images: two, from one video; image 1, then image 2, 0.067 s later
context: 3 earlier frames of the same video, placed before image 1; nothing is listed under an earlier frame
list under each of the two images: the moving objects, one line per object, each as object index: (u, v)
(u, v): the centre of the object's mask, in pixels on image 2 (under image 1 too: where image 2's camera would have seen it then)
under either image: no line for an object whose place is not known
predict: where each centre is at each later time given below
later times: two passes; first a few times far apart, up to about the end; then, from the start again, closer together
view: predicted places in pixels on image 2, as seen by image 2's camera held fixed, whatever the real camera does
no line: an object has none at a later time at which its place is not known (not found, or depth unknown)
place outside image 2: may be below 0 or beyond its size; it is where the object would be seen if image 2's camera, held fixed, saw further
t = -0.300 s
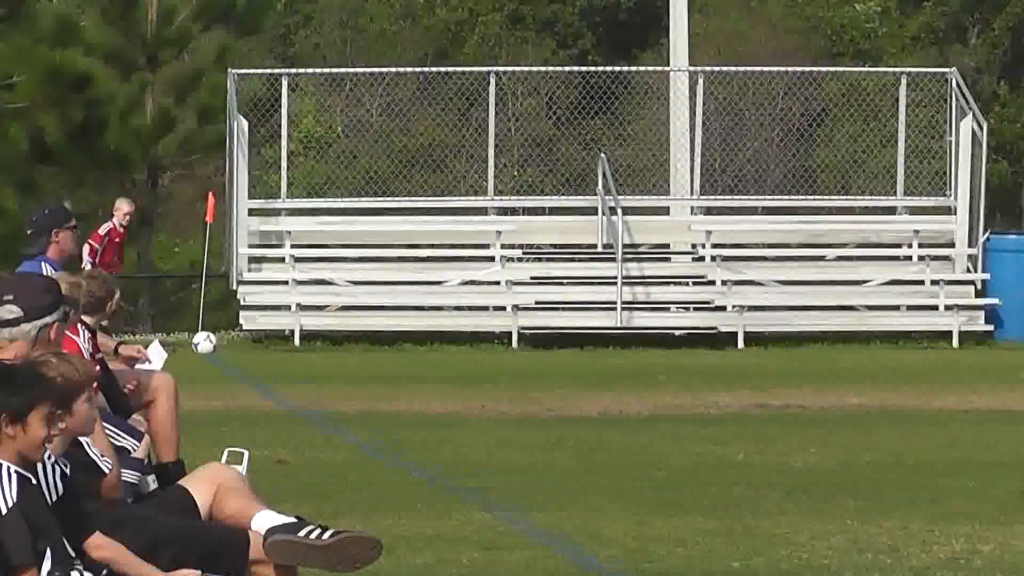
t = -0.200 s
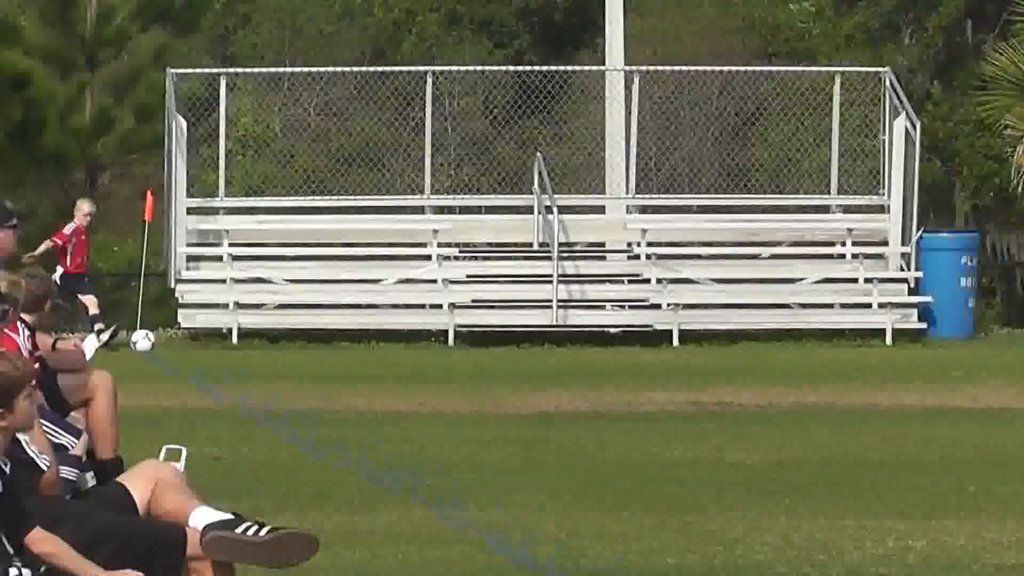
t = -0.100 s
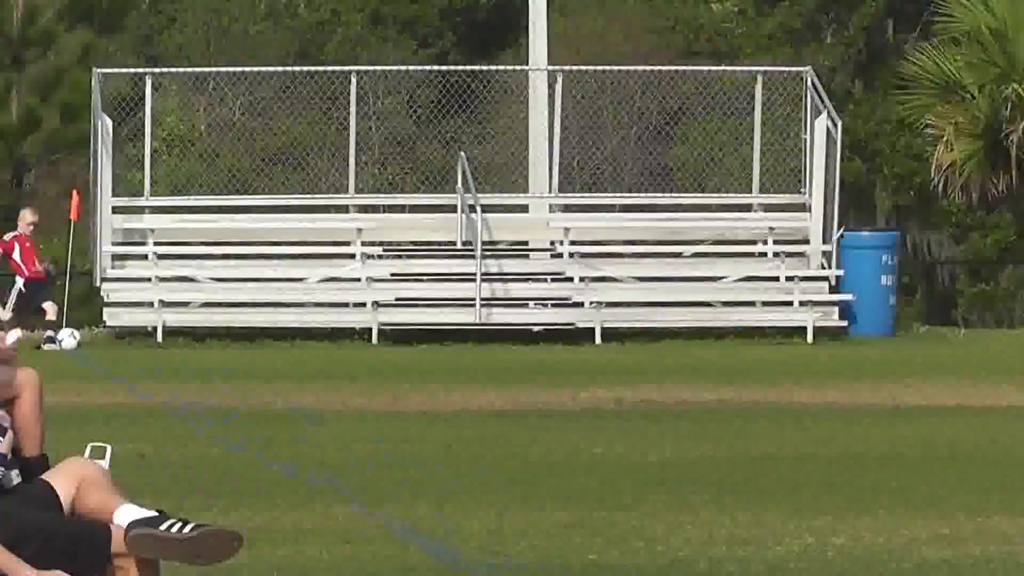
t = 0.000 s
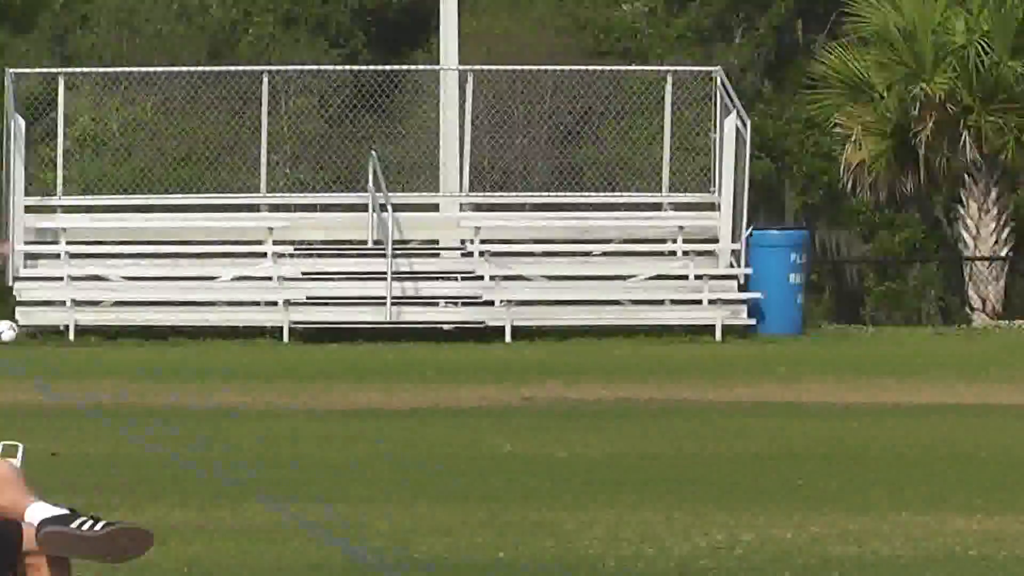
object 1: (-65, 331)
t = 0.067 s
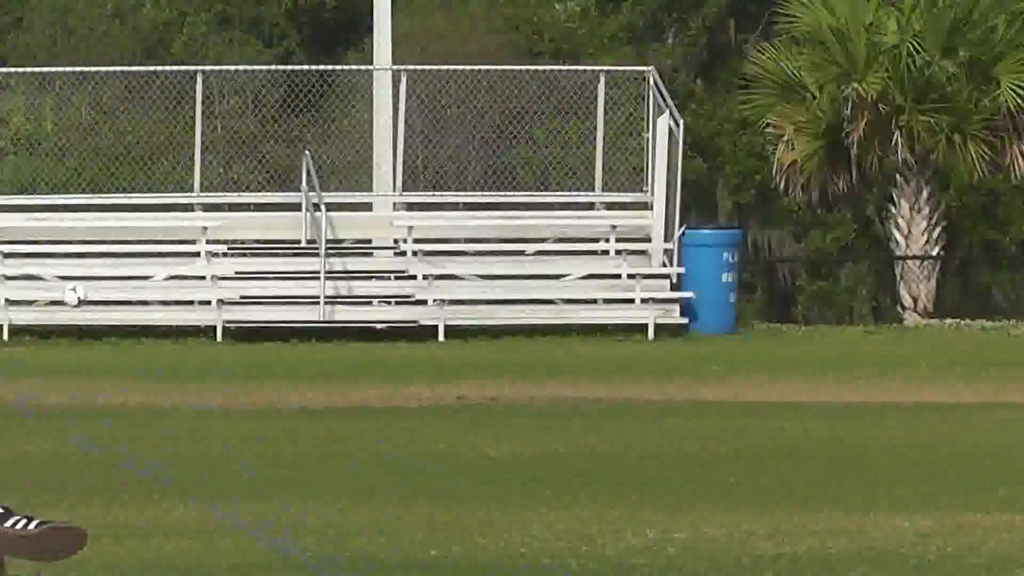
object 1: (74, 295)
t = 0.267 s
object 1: (478, 223)
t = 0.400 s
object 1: (737, 200)
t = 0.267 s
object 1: (478, 223)
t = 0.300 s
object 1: (543, 215)
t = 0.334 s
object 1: (607, 209)
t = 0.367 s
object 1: (674, 204)
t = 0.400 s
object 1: (737, 200)
